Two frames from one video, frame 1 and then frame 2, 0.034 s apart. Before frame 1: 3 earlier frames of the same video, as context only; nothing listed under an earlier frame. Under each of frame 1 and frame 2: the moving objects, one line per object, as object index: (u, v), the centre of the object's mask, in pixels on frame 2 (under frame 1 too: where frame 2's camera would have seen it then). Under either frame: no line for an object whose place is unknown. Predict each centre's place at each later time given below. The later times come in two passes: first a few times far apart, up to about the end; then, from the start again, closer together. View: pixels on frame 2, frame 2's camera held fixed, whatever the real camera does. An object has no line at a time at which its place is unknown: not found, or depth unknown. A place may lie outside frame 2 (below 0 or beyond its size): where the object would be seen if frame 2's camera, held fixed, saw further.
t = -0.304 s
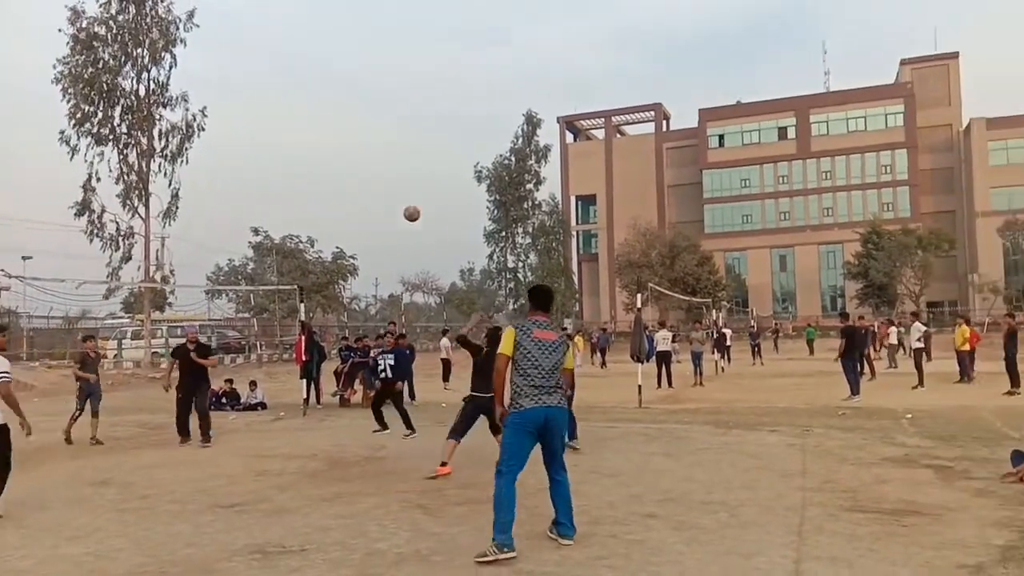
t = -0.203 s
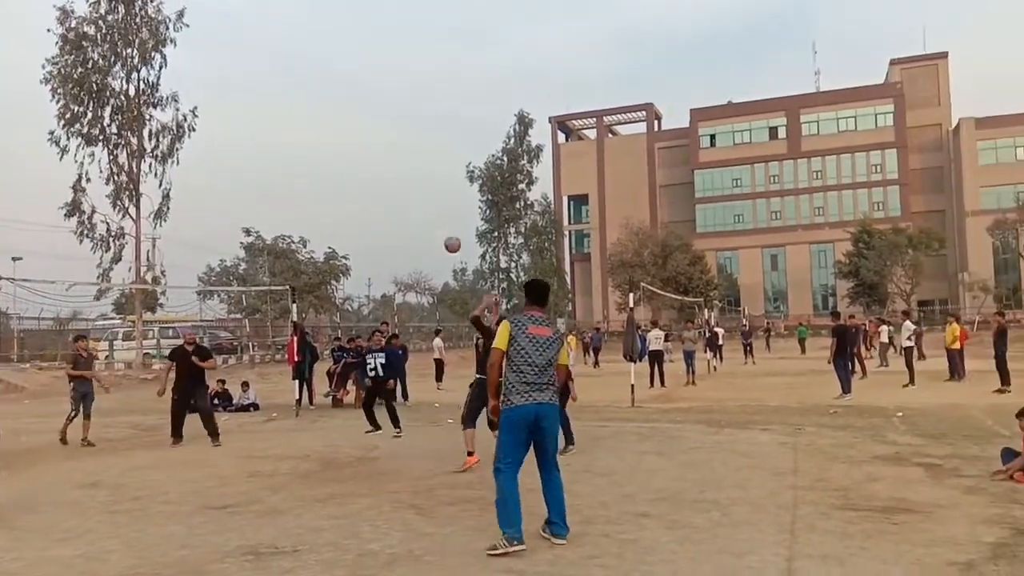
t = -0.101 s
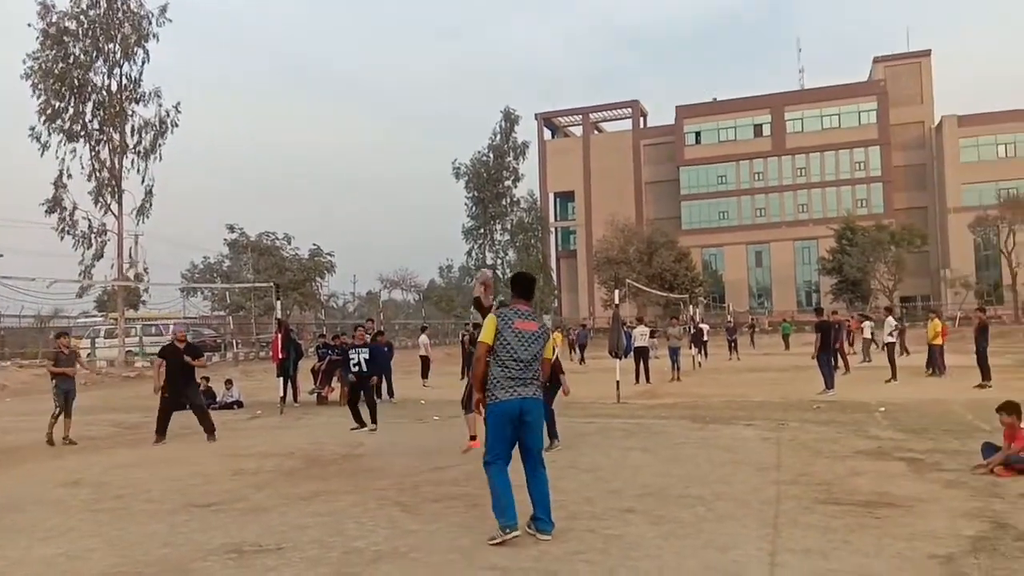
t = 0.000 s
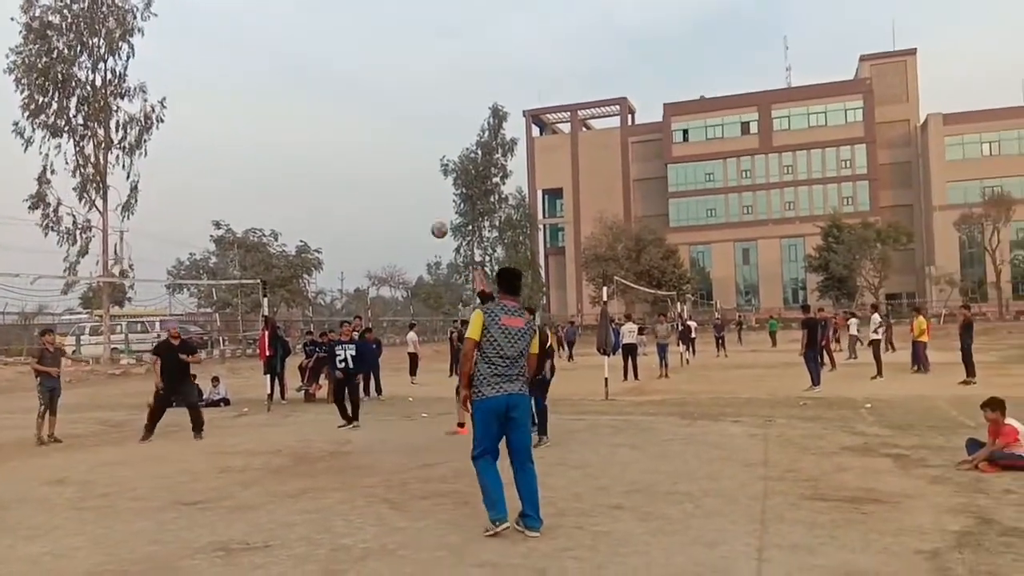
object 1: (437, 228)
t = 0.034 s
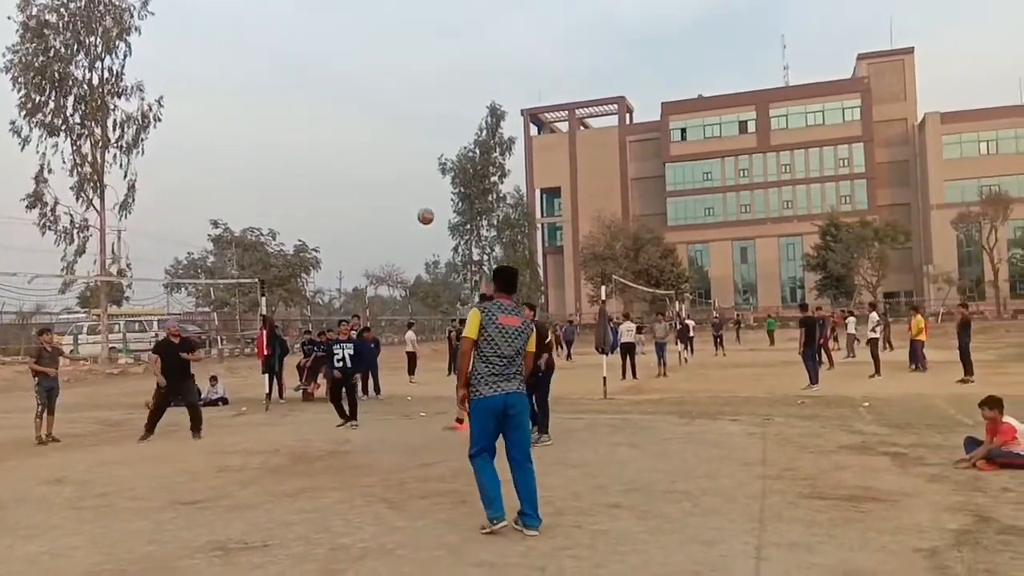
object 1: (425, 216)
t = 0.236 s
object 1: (360, 165)
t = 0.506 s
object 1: (286, 149)
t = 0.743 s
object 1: (232, 176)
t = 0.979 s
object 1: (184, 234)
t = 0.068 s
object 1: (414, 205)
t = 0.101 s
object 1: (402, 195)
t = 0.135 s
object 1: (392, 186)
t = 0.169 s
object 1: (381, 178)
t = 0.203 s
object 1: (370, 171)
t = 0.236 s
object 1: (360, 165)
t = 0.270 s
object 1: (351, 160)
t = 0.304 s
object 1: (340, 156)
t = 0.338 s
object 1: (331, 153)
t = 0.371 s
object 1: (321, 150)
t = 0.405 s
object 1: (312, 149)
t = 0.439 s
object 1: (303, 148)
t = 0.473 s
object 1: (295, 148)
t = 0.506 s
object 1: (286, 149)
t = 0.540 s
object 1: (278, 150)
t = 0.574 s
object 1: (270, 153)
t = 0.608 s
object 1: (262, 156)
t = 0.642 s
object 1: (254, 160)
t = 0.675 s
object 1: (246, 164)
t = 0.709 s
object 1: (239, 170)
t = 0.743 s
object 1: (232, 176)
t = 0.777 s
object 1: (225, 182)
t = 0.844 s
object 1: (210, 197)
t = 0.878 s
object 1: (203, 206)
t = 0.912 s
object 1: (197, 214)
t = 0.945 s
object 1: (190, 224)
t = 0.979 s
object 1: (184, 234)
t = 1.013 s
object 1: (177, 244)
